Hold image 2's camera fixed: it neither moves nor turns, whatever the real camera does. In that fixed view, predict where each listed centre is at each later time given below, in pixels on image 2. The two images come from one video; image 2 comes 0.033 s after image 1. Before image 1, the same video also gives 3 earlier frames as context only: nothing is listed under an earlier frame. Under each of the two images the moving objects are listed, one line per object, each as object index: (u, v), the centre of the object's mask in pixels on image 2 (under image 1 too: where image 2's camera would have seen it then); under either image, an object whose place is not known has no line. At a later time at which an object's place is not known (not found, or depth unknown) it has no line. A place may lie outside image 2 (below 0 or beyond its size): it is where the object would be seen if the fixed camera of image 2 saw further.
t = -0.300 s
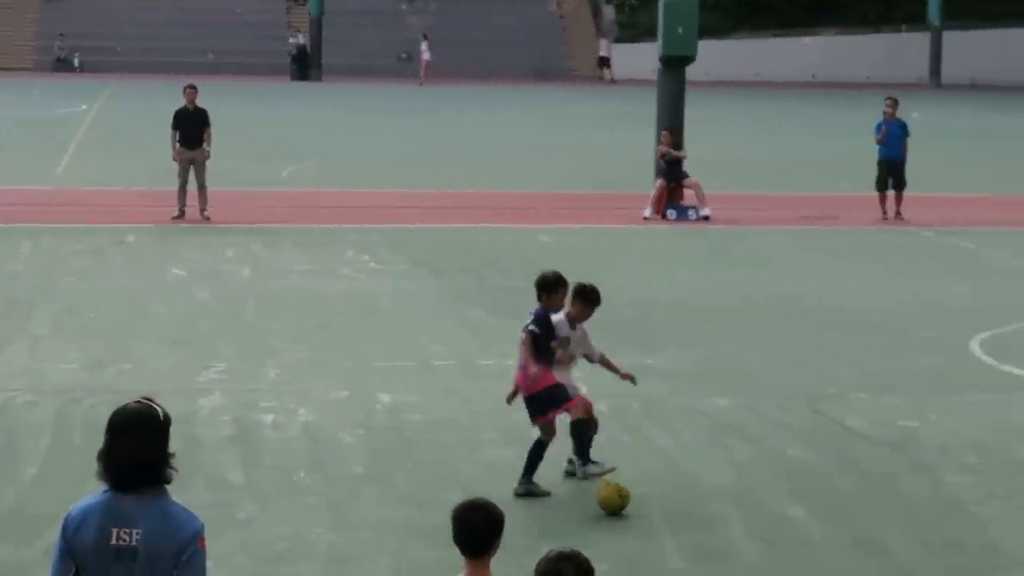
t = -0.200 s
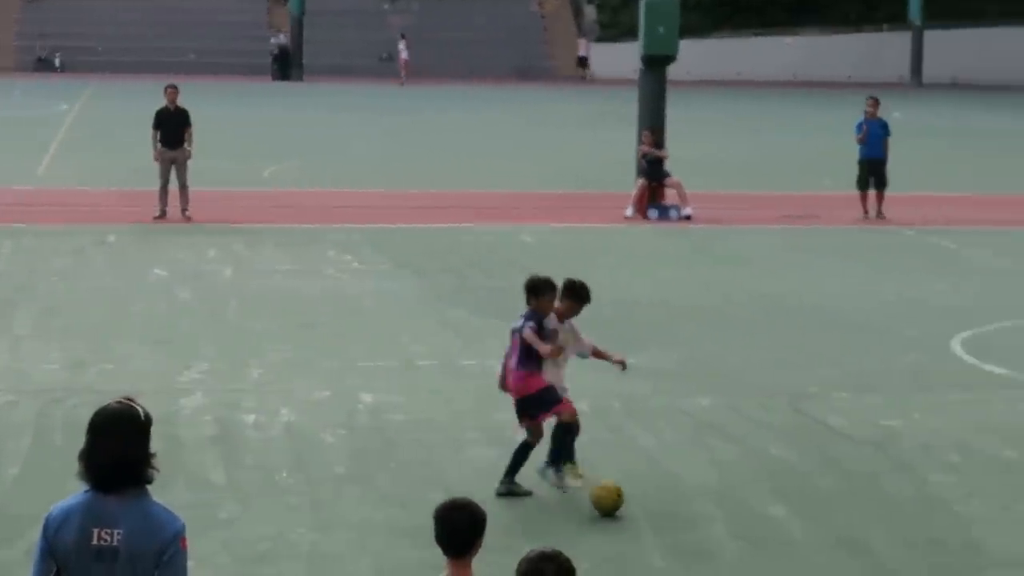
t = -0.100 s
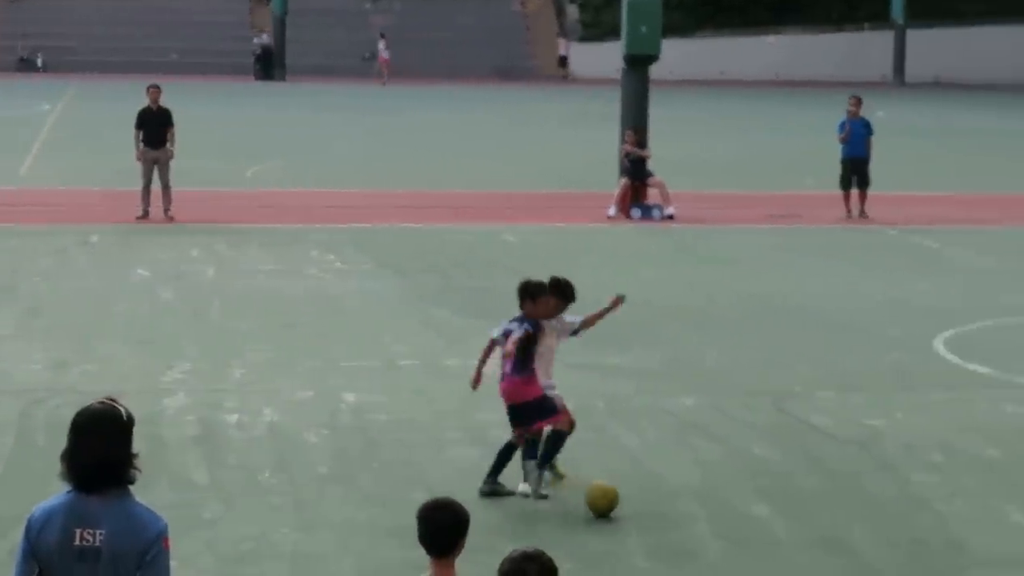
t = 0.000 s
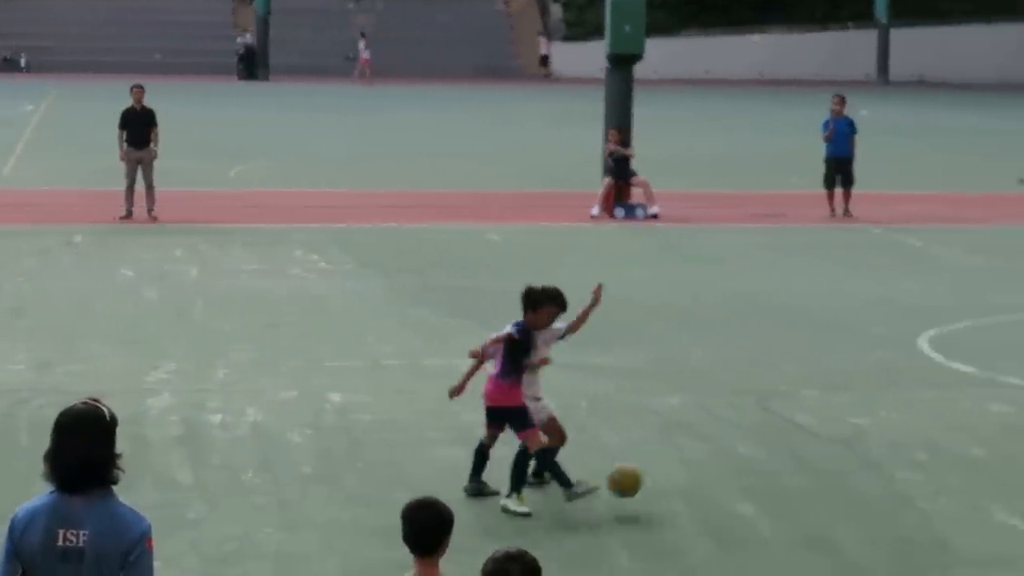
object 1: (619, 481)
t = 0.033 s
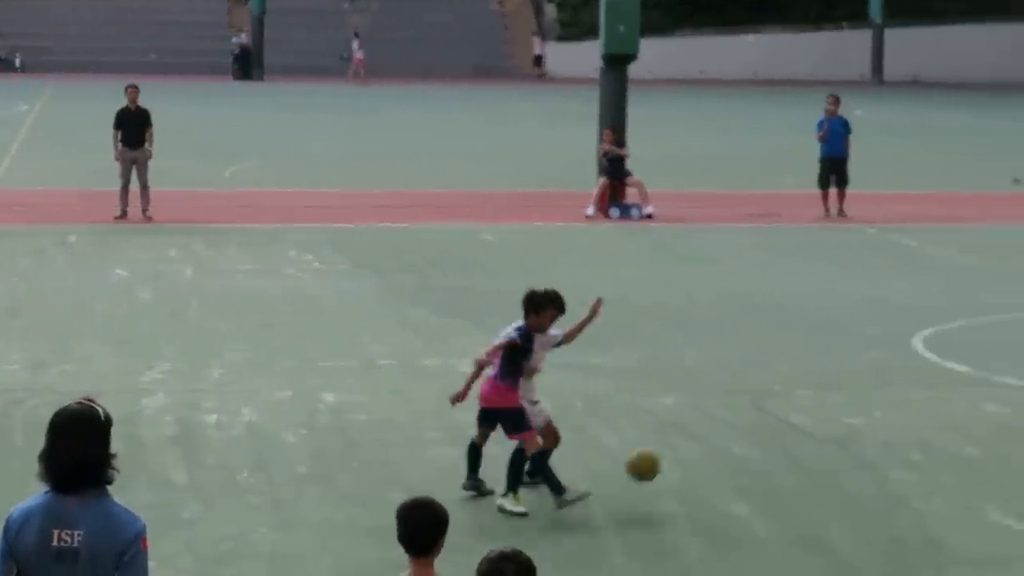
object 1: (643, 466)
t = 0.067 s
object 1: (666, 451)
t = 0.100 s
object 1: (691, 439)
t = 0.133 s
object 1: (714, 428)
